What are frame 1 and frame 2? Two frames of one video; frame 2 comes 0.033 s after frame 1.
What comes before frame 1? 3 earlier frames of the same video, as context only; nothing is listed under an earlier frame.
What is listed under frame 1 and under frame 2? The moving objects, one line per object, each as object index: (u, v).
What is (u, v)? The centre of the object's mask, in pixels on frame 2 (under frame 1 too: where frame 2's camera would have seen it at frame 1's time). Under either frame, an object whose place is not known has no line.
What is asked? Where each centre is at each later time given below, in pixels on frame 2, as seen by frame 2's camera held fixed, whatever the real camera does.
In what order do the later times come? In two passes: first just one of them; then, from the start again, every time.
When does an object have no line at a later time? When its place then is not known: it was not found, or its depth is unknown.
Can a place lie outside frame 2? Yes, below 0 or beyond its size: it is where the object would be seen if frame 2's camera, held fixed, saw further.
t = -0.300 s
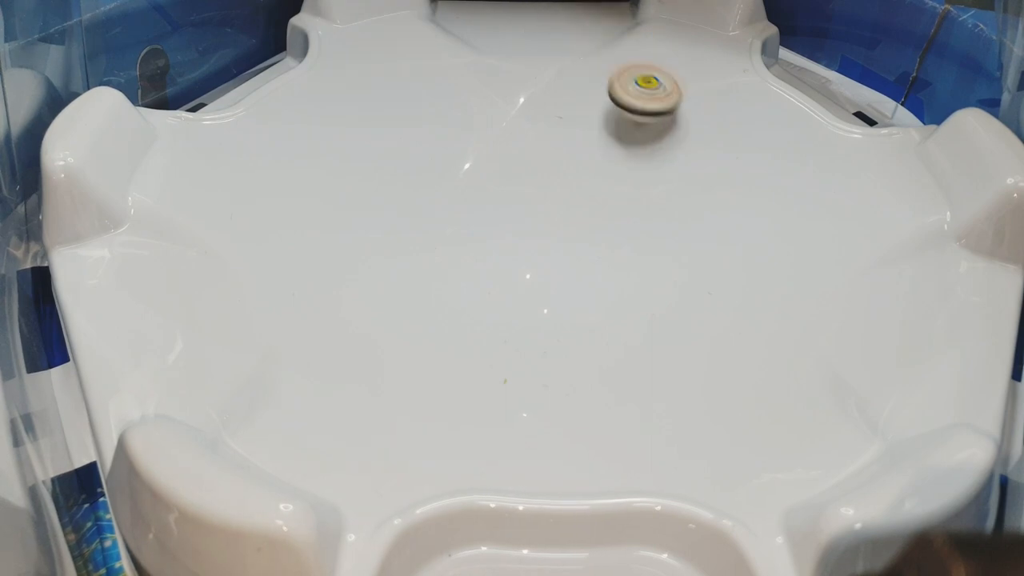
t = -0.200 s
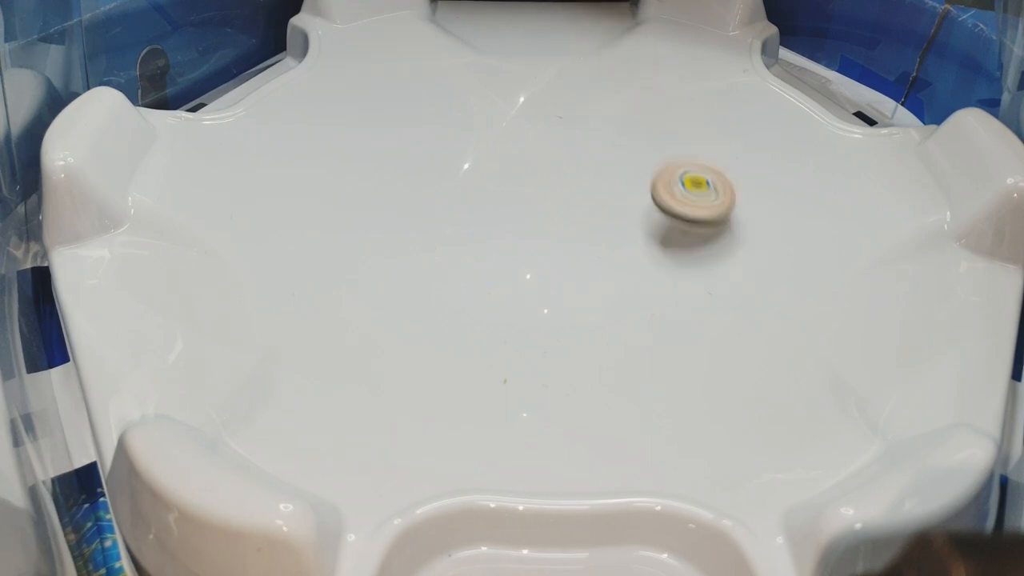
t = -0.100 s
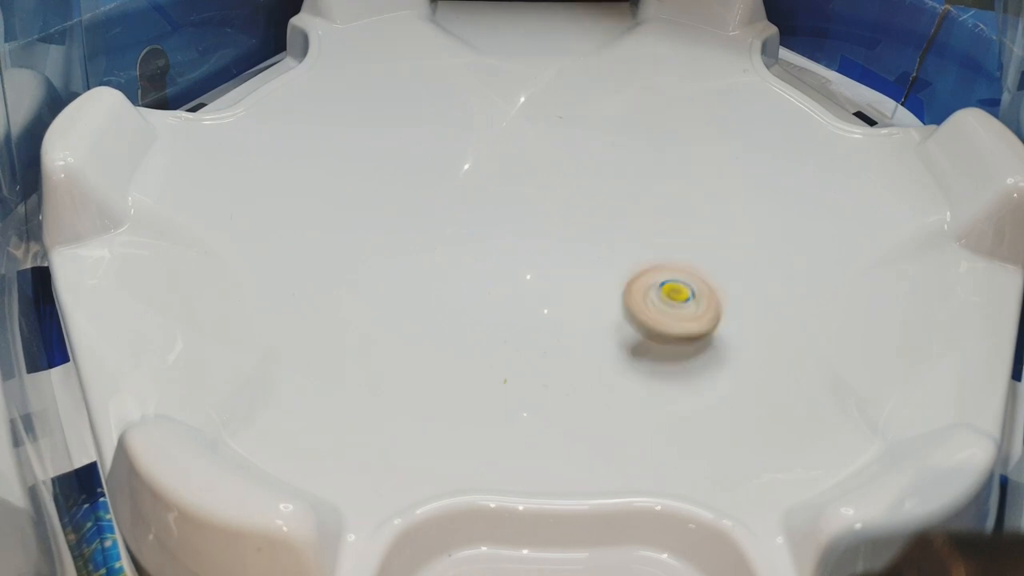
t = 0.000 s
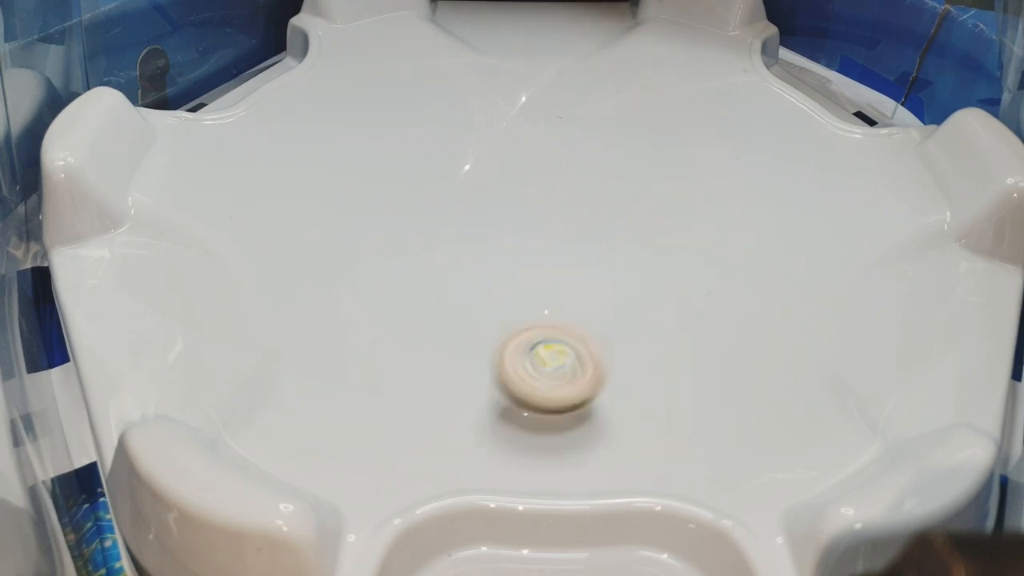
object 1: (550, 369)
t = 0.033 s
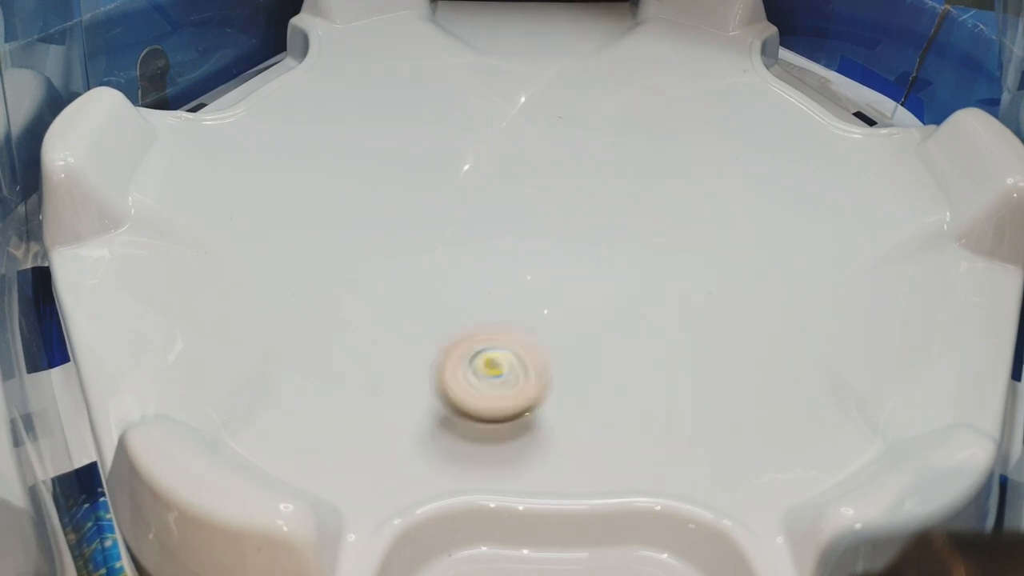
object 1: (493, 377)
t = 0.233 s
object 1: (145, 335)
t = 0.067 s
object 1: (428, 379)
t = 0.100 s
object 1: (364, 375)
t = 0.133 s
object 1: (300, 362)
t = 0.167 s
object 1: (244, 348)
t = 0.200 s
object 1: (192, 343)
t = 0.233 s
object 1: (145, 335)
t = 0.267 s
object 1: (98, 329)
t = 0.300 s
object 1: (88, 314)
